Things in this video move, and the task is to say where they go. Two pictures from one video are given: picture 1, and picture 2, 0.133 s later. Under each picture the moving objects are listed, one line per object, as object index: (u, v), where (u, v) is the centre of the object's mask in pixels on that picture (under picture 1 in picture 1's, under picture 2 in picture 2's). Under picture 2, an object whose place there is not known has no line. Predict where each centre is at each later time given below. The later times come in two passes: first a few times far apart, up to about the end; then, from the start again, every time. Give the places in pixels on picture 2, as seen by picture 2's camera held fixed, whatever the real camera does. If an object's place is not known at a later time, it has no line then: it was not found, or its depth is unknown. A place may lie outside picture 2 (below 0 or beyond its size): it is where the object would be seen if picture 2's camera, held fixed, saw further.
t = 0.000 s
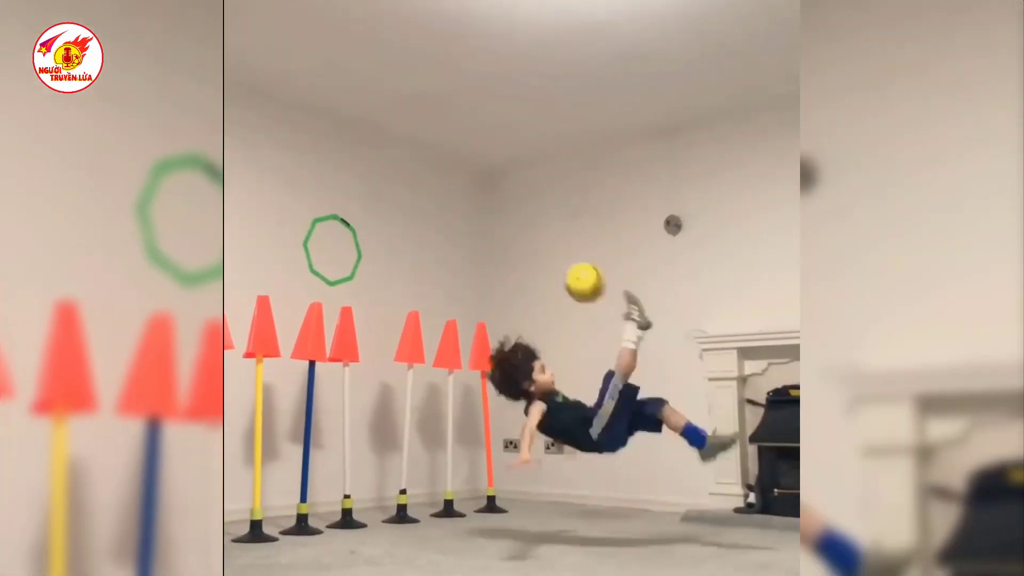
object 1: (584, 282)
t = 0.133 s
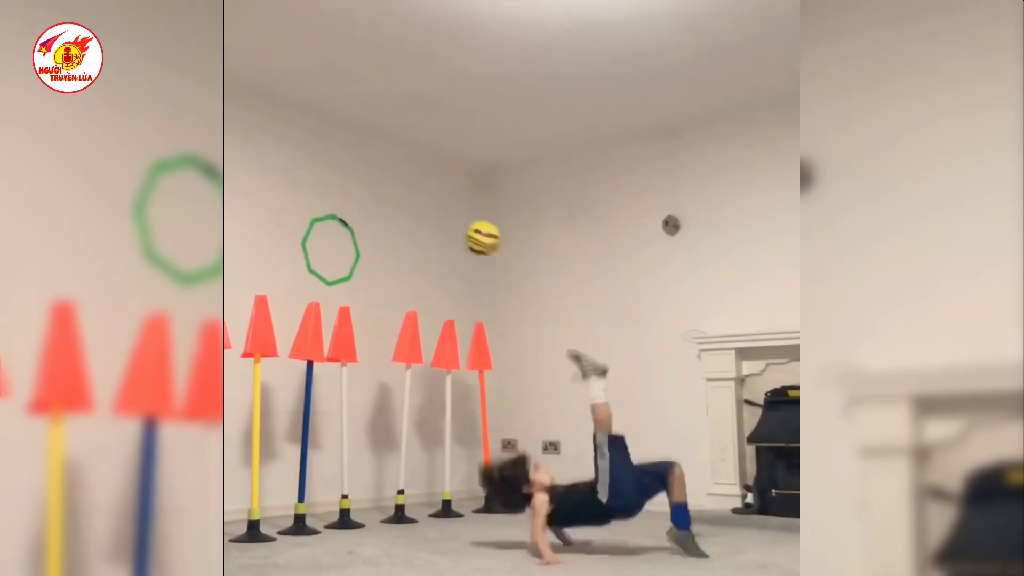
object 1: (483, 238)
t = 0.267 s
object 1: (397, 231)
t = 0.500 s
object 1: (400, 234)
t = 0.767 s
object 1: (531, 315)
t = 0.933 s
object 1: (639, 468)
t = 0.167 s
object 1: (458, 233)
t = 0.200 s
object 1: (437, 231)
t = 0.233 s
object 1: (418, 230)
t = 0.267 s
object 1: (397, 231)
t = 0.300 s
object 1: (379, 234)
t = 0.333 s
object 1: (363, 238)
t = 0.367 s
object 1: (348, 242)
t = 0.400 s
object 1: (360, 238)
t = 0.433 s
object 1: (372, 236)
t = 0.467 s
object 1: (387, 234)
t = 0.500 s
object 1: (400, 234)
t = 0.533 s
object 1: (414, 237)
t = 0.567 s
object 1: (430, 241)
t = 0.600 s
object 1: (445, 247)
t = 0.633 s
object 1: (460, 254)
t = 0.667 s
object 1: (478, 266)
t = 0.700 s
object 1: (494, 279)
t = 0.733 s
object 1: (511, 293)
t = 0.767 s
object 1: (531, 315)
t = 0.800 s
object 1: (548, 335)
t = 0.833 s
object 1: (569, 362)
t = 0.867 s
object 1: (592, 392)
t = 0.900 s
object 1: (612, 424)
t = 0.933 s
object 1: (639, 468)
